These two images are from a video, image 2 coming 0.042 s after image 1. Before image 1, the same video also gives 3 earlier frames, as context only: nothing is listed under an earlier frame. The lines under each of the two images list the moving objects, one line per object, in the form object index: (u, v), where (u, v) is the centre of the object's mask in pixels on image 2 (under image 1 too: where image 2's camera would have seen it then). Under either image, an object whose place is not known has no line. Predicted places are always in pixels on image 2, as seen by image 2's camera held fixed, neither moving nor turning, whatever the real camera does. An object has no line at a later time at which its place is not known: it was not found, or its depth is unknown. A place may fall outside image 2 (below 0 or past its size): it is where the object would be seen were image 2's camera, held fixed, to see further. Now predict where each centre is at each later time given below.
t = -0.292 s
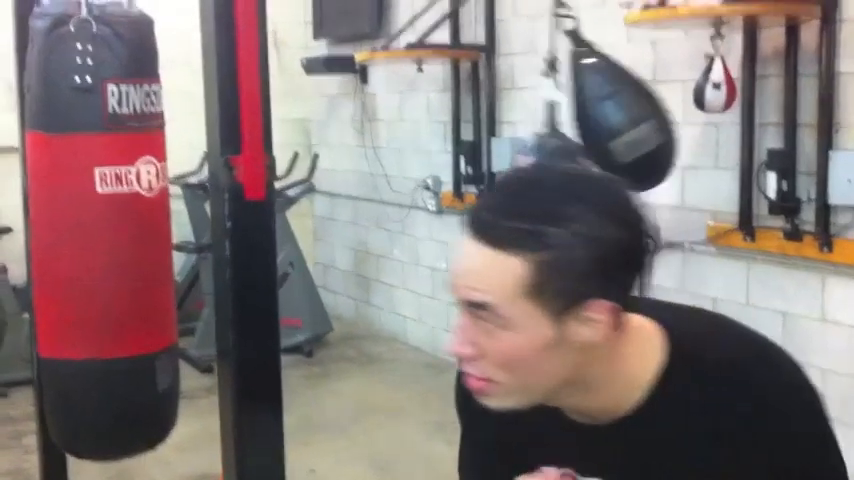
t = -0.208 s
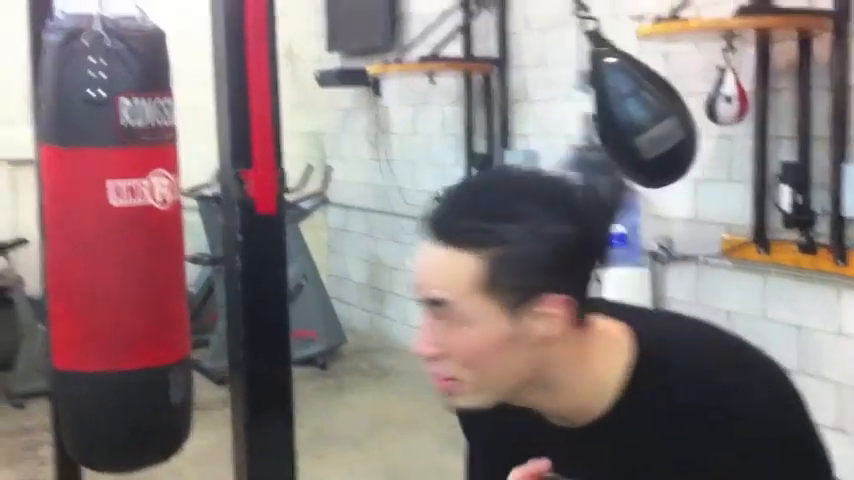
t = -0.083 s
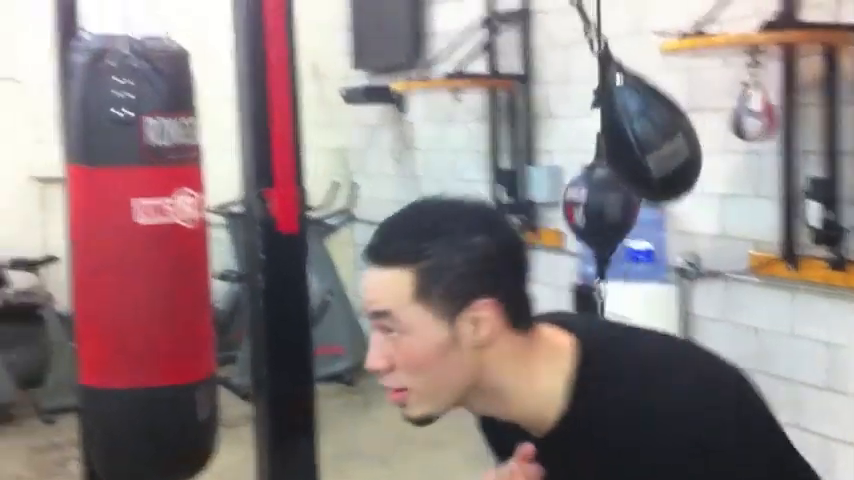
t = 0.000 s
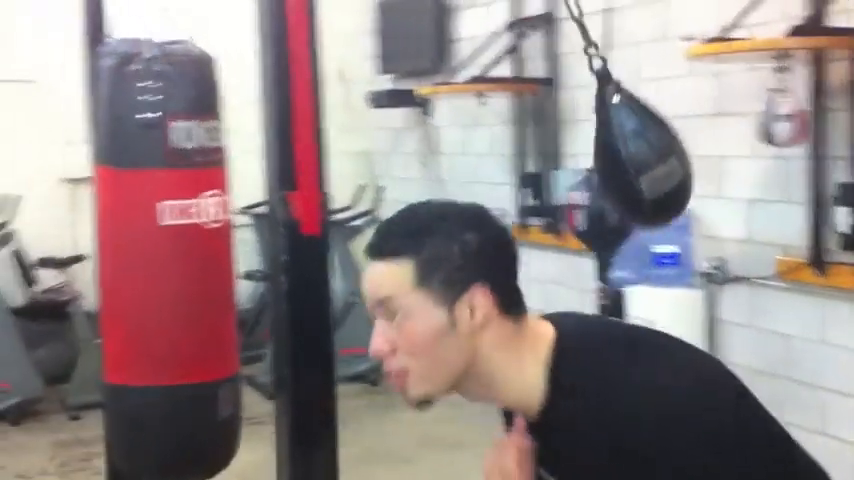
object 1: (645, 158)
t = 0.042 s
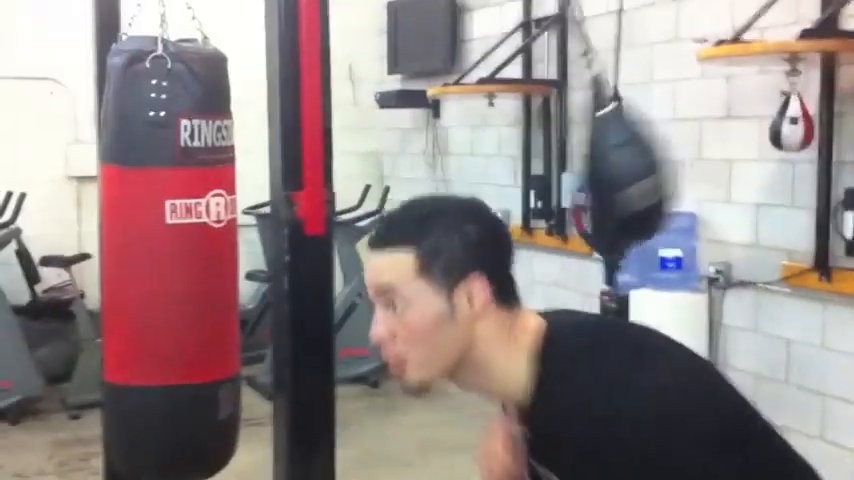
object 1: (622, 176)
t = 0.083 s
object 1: (600, 185)
